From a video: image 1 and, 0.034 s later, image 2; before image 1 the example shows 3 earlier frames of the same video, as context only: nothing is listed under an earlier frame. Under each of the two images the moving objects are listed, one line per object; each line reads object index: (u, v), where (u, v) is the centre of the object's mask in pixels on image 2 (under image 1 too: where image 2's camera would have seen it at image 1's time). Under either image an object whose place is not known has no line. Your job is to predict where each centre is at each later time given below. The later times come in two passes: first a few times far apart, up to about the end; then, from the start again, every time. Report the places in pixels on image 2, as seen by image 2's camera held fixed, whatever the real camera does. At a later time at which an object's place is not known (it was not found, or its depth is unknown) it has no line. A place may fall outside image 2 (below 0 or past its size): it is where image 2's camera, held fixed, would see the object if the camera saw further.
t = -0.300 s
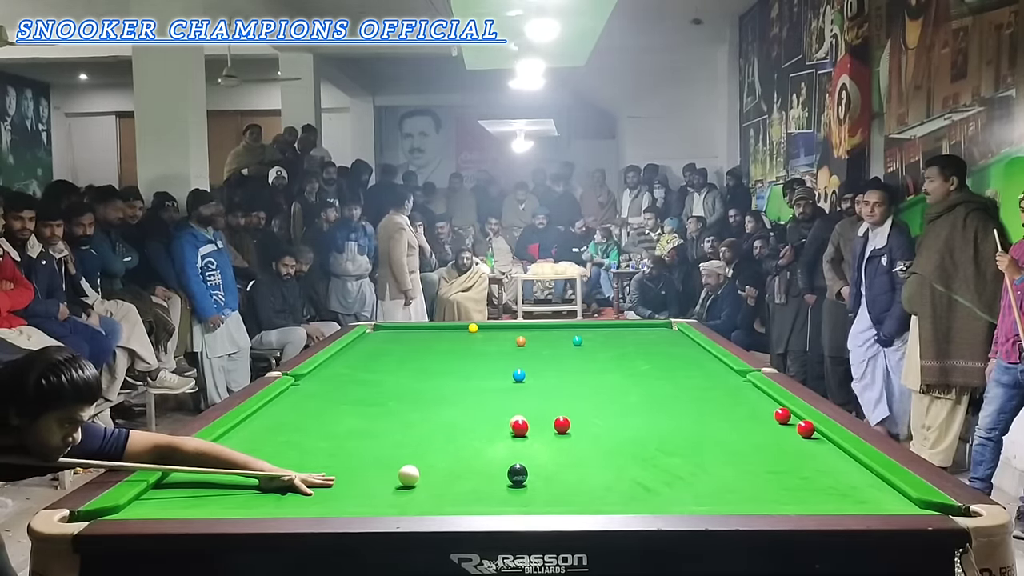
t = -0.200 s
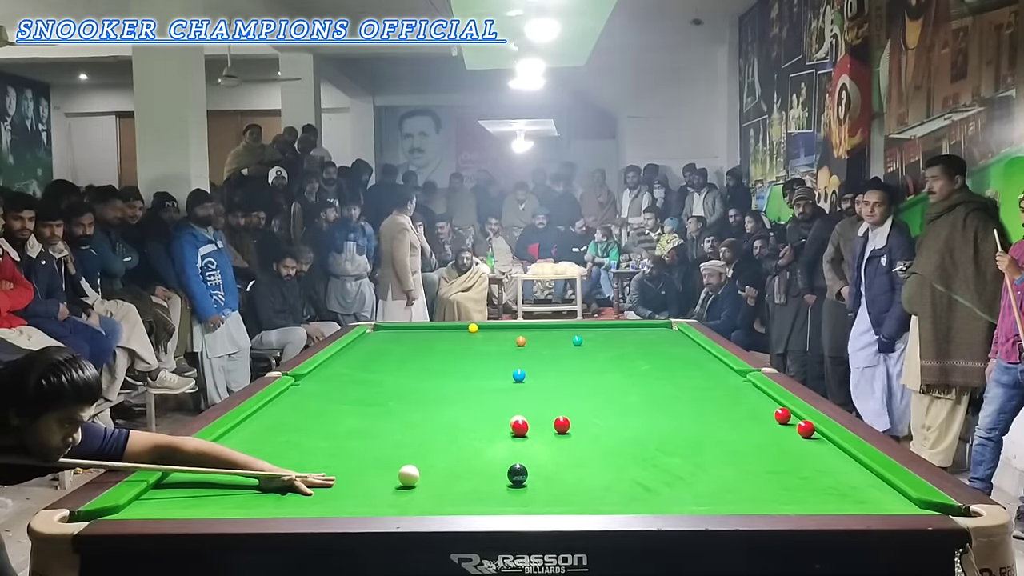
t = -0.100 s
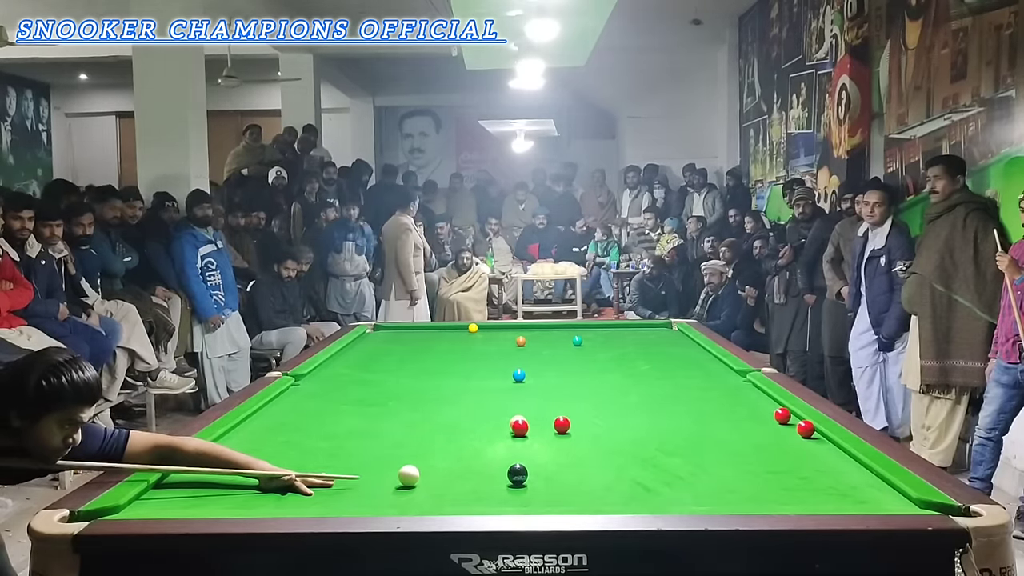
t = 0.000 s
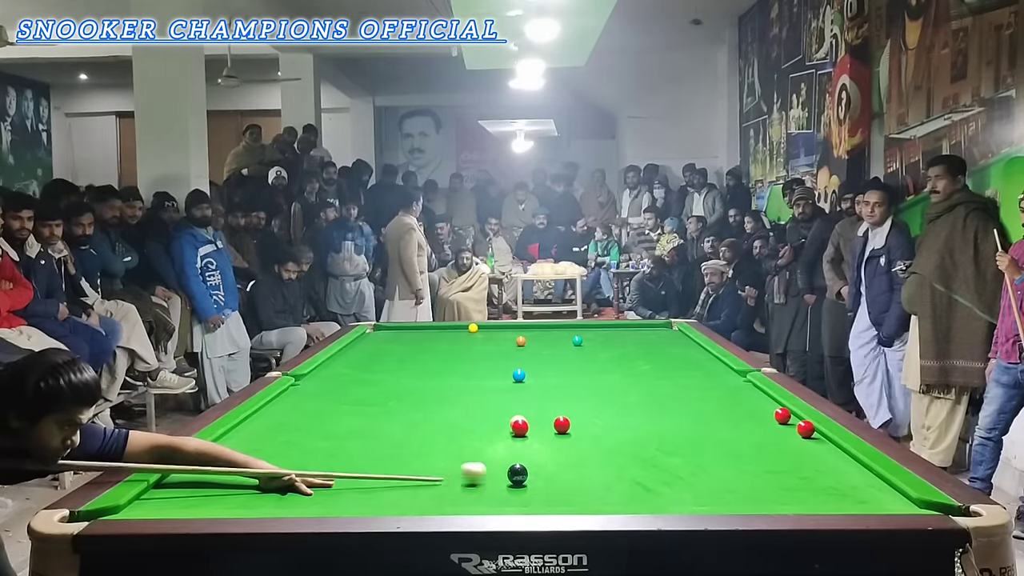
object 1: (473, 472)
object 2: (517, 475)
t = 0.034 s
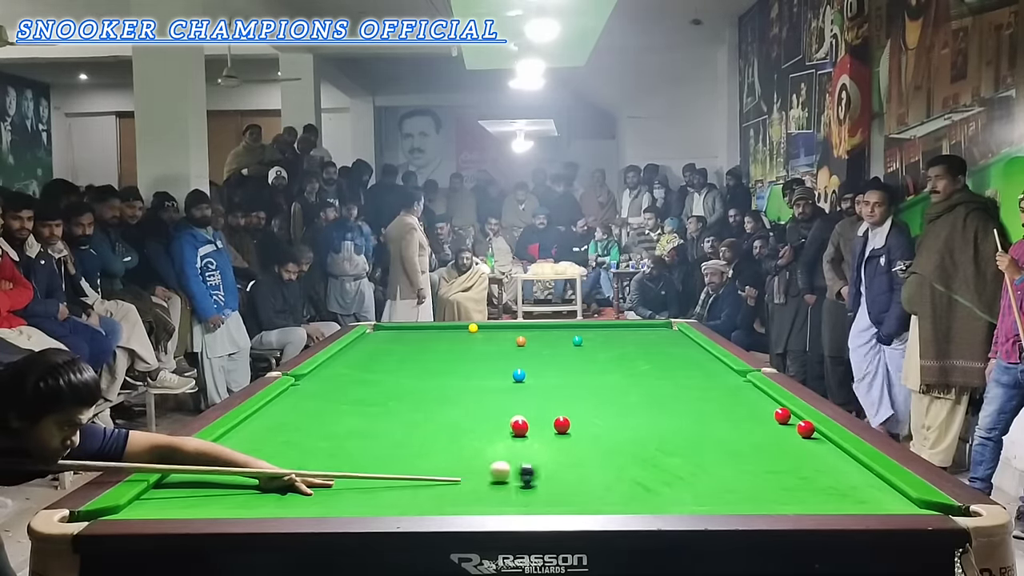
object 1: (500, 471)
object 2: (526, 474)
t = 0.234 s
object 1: (515, 455)
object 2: (687, 489)
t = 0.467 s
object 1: (518, 442)
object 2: (866, 500)
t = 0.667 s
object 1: (522, 431)
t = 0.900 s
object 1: (528, 430)
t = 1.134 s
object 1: (533, 429)
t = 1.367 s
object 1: (536, 429)
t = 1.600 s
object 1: (538, 428)
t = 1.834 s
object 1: (538, 428)
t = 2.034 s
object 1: (538, 429)
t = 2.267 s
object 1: (538, 428)
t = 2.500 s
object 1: (538, 428)
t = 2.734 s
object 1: (538, 428)
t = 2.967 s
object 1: (538, 428)
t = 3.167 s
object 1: (538, 428)
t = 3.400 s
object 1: (538, 428)
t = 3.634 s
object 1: (538, 428)
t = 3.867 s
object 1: (538, 428)
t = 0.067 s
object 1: (505, 467)
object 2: (555, 478)
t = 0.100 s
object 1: (509, 465)
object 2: (584, 480)
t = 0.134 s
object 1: (512, 462)
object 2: (610, 483)
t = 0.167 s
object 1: (513, 459)
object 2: (637, 484)
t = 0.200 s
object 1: (514, 457)
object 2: (663, 487)
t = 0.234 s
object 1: (515, 455)
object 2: (687, 489)
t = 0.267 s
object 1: (515, 453)
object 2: (711, 491)
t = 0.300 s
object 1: (516, 451)
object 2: (736, 493)
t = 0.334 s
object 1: (516, 449)
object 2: (761, 495)
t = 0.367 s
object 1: (517, 447)
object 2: (787, 497)
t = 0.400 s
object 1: (517, 445)
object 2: (813, 498)
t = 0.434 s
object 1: (518, 443)
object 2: (839, 499)
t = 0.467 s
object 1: (518, 442)
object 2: (866, 500)
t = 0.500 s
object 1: (519, 440)
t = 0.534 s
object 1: (520, 438)
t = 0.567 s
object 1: (520, 436)
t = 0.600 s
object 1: (521, 435)
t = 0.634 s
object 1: (521, 433)
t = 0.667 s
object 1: (522, 431)
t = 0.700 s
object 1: (523, 431)
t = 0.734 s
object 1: (524, 431)
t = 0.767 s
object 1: (524, 431)
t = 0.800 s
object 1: (525, 431)
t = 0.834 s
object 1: (526, 430)
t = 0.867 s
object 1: (527, 430)
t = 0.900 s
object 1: (528, 430)
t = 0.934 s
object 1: (529, 430)
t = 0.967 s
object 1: (529, 430)
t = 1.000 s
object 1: (530, 430)
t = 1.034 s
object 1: (531, 430)
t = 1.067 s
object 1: (532, 430)
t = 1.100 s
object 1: (532, 430)
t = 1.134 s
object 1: (533, 429)
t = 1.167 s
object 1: (533, 429)
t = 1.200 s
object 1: (534, 429)
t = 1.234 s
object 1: (534, 429)
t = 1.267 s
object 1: (535, 429)
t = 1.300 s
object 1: (535, 429)
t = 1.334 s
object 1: (536, 429)
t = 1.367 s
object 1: (536, 429)
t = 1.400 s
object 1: (537, 429)
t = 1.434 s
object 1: (537, 429)
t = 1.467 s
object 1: (537, 429)
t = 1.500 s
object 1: (538, 429)
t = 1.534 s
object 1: (538, 429)
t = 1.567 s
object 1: (538, 428)
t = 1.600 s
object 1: (538, 428)
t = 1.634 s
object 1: (538, 428)
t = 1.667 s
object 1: (538, 428)
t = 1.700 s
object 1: (538, 428)
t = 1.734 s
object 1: (538, 428)
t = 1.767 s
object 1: (538, 428)
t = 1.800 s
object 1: (538, 428)
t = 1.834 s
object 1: (538, 428)
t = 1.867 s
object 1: (538, 428)
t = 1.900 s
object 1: (538, 428)
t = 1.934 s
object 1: (538, 428)
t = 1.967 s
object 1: (538, 429)
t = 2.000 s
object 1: (538, 428)
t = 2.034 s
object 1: (538, 429)
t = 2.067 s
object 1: (538, 428)
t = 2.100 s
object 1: (538, 428)
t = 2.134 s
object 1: (538, 428)
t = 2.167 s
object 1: (538, 428)
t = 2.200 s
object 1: (538, 428)
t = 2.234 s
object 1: (538, 428)
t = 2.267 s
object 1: (538, 428)
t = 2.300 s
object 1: (538, 428)
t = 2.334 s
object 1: (538, 428)
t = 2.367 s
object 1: (538, 428)
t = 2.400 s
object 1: (538, 428)
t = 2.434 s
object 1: (538, 428)
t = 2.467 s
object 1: (538, 428)
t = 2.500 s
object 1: (538, 428)
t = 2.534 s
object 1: (538, 428)
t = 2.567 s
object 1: (538, 428)
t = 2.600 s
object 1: (538, 428)
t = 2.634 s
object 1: (538, 428)
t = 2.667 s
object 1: (538, 428)
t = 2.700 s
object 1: (538, 428)
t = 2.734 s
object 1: (538, 428)
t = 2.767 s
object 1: (538, 428)
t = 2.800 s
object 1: (538, 428)
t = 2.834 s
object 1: (538, 428)
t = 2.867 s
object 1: (538, 428)
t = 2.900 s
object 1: (538, 428)
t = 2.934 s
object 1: (538, 428)
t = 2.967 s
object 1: (538, 428)
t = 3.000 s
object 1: (538, 428)
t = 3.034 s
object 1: (538, 428)
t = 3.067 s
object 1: (538, 428)
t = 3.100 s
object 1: (538, 428)
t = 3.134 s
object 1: (538, 428)
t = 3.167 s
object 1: (538, 428)
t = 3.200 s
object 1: (538, 428)
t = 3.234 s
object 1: (538, 428)
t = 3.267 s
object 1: (538, 428)
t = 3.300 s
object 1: (538, 428)
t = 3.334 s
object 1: (538, 428)
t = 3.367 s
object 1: (538, 428)
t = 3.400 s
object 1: (538, 428)
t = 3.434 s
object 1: (538, 428)
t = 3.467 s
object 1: (538, 428)
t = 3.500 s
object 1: (538, 428)
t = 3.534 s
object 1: (538, 428)
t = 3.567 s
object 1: (538, 428)
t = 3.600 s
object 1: (538, 428)
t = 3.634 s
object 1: (538, 428)
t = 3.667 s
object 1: (538, 428)
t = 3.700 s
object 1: (538, 428)
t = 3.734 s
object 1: (538, 428)
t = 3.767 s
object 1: (538, 428)
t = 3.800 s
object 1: (538, 428)
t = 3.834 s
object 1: (538, 428)
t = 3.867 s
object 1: (538, 428)
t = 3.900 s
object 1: (538, 428)
